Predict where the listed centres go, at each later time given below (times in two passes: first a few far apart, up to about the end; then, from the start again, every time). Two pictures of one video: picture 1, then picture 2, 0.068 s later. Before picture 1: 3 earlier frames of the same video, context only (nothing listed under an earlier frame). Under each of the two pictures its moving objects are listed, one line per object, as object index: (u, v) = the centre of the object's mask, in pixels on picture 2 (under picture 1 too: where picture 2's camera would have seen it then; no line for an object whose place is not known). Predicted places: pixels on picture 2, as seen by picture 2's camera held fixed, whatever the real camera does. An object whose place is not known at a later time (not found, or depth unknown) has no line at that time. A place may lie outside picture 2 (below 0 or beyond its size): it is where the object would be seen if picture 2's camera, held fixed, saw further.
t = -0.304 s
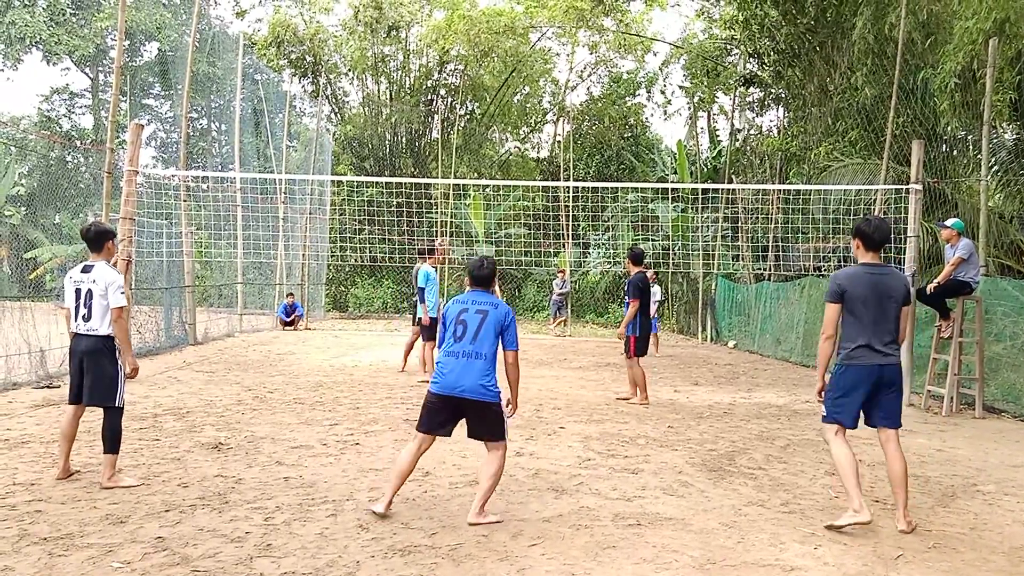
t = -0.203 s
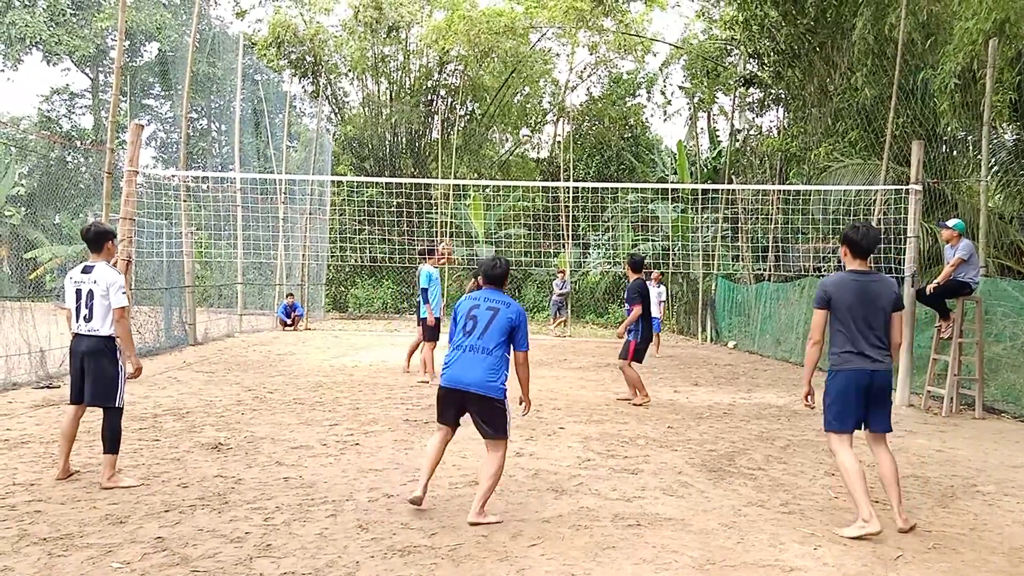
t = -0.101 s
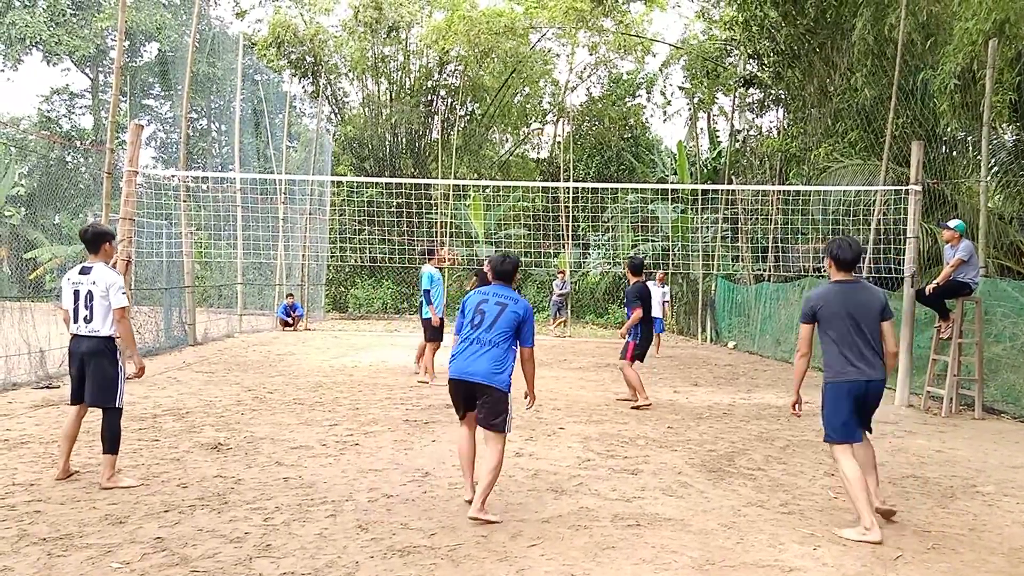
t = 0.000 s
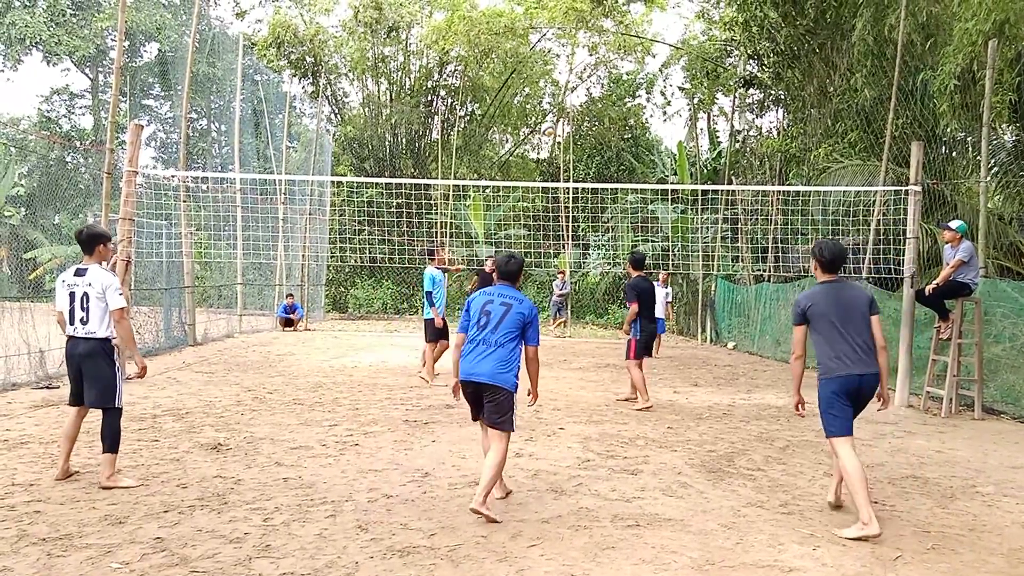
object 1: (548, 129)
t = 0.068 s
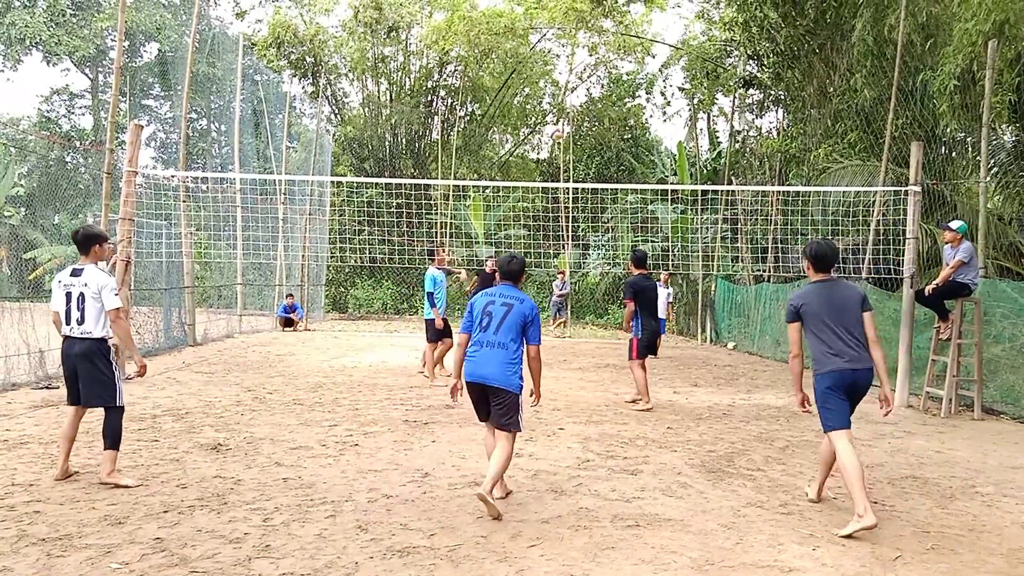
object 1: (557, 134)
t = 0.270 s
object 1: (580, 167)
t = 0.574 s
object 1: (605, 244)
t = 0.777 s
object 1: (607, 300)
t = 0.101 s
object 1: (560, 137)
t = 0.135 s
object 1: (564, 142)
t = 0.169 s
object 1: (568, 145)
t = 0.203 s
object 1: (572, 151)
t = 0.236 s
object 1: (575, 158)
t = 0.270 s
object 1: (580, 167)
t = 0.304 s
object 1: (584, 176)
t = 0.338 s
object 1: (589, 187)
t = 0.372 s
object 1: (593, 199)
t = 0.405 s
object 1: (598, 213)
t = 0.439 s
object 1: (601, 223)
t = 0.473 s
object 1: (602, 230)
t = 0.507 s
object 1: (603, 235)
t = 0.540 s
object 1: (604, 238)
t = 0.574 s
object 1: (605, 244)
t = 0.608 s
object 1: (605, 252)
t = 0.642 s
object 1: (605, 259)
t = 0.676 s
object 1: (605, 267)
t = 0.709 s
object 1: (605, 277)
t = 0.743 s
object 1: (606, 289)
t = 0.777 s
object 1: (607, 300)
